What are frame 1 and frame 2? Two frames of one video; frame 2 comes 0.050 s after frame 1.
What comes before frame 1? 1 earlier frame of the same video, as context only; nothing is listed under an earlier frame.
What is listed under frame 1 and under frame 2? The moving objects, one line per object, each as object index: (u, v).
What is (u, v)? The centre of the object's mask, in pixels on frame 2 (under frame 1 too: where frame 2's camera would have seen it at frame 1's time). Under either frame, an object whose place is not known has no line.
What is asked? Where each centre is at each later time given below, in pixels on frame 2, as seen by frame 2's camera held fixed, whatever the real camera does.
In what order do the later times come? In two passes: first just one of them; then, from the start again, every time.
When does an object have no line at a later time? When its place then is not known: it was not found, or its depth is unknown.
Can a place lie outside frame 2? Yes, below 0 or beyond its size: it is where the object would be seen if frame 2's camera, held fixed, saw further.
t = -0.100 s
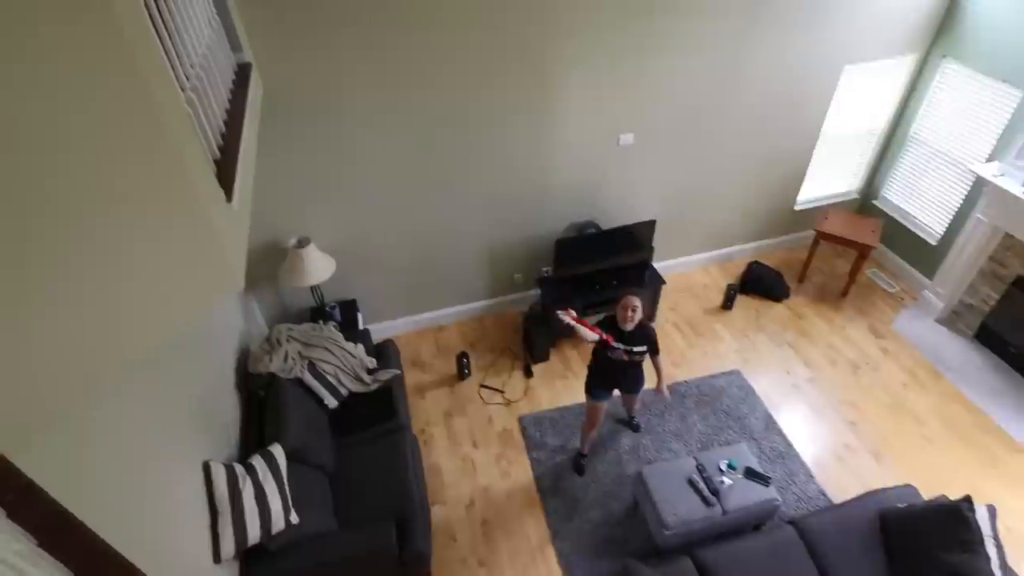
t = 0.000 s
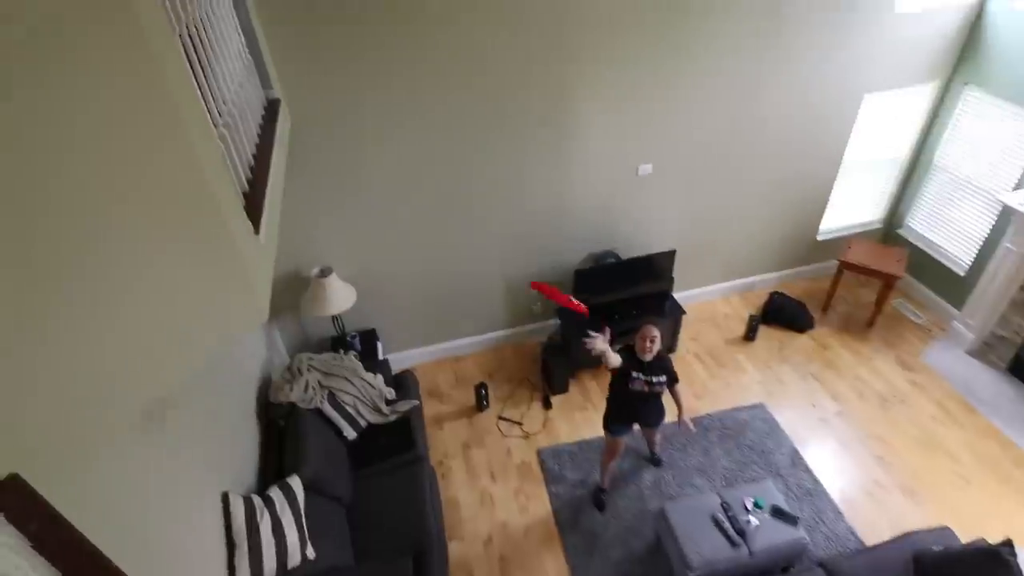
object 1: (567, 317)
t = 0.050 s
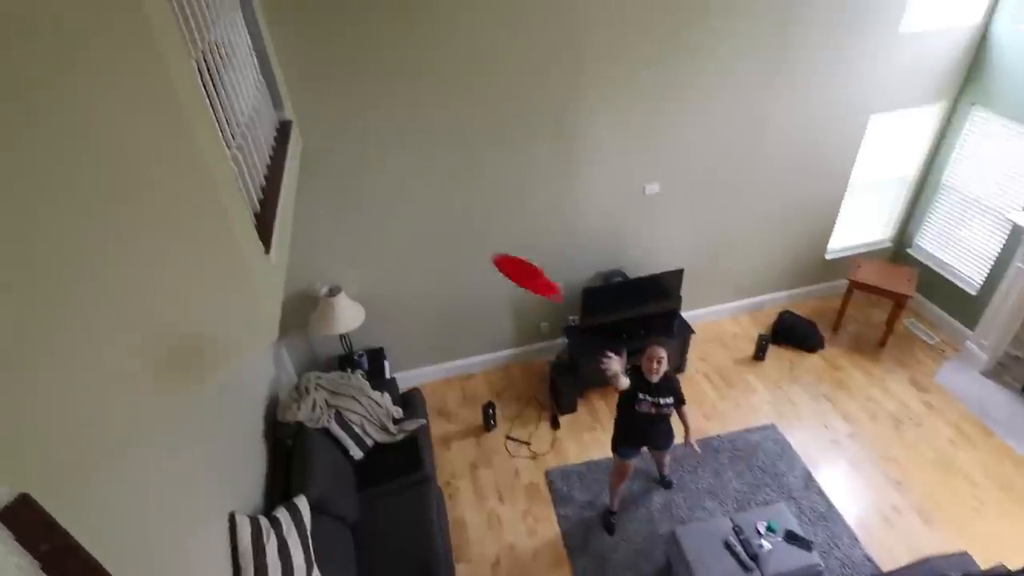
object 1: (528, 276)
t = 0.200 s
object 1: (318, 102)
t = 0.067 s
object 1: (511, 260)
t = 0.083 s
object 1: (493, 244)
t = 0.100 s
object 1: (474, 227)
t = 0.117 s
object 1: (454, 209)
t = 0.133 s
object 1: (433, 191)
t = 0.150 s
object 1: (408, 170)
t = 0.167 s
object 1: (381, 149)
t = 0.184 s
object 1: (350, 126)
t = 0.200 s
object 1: (318, 102)
